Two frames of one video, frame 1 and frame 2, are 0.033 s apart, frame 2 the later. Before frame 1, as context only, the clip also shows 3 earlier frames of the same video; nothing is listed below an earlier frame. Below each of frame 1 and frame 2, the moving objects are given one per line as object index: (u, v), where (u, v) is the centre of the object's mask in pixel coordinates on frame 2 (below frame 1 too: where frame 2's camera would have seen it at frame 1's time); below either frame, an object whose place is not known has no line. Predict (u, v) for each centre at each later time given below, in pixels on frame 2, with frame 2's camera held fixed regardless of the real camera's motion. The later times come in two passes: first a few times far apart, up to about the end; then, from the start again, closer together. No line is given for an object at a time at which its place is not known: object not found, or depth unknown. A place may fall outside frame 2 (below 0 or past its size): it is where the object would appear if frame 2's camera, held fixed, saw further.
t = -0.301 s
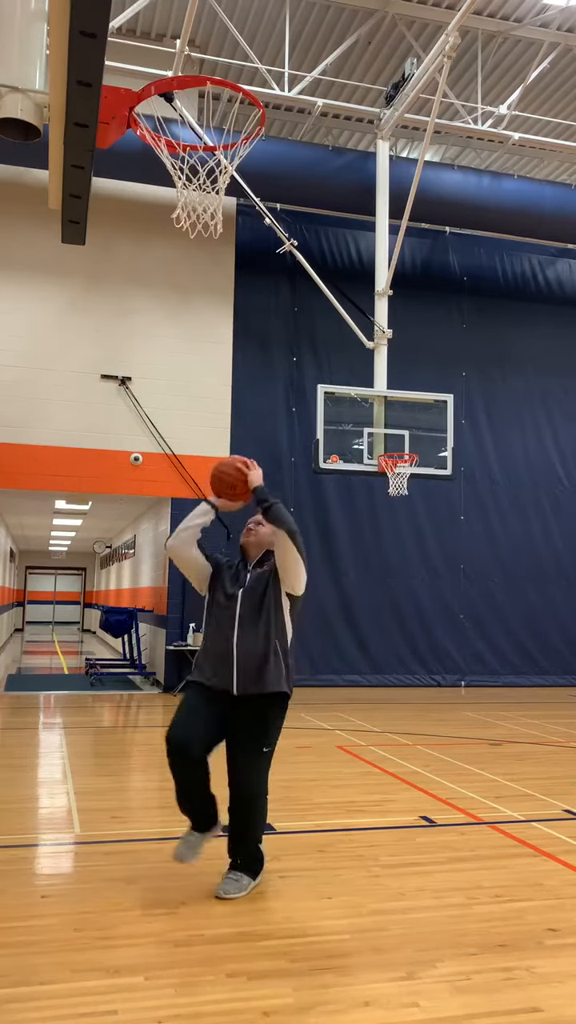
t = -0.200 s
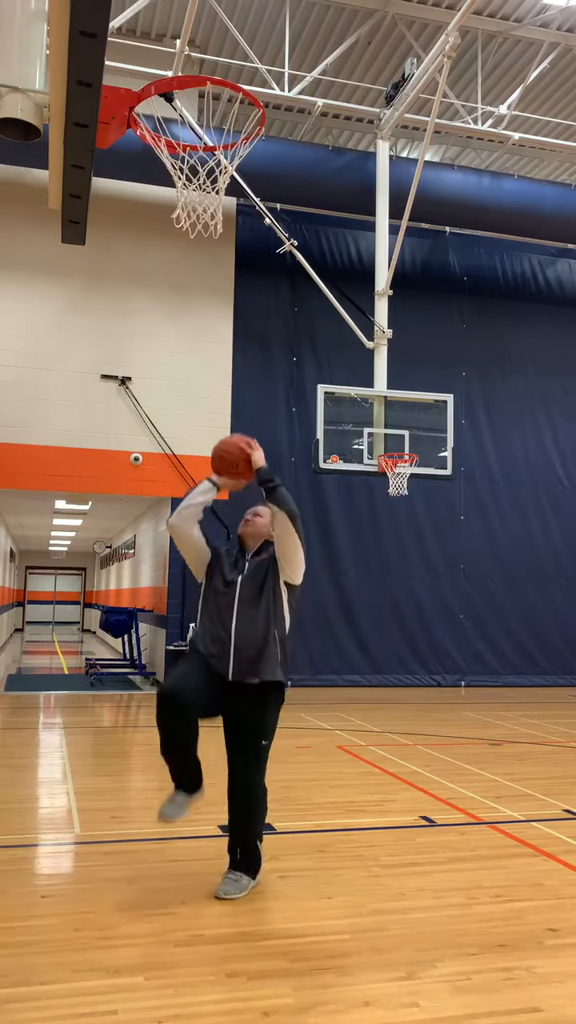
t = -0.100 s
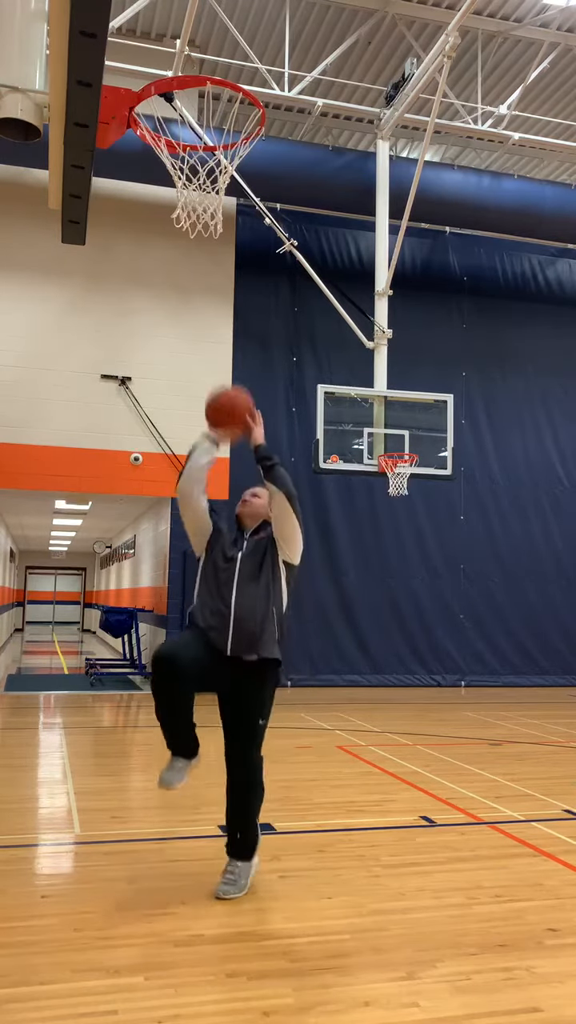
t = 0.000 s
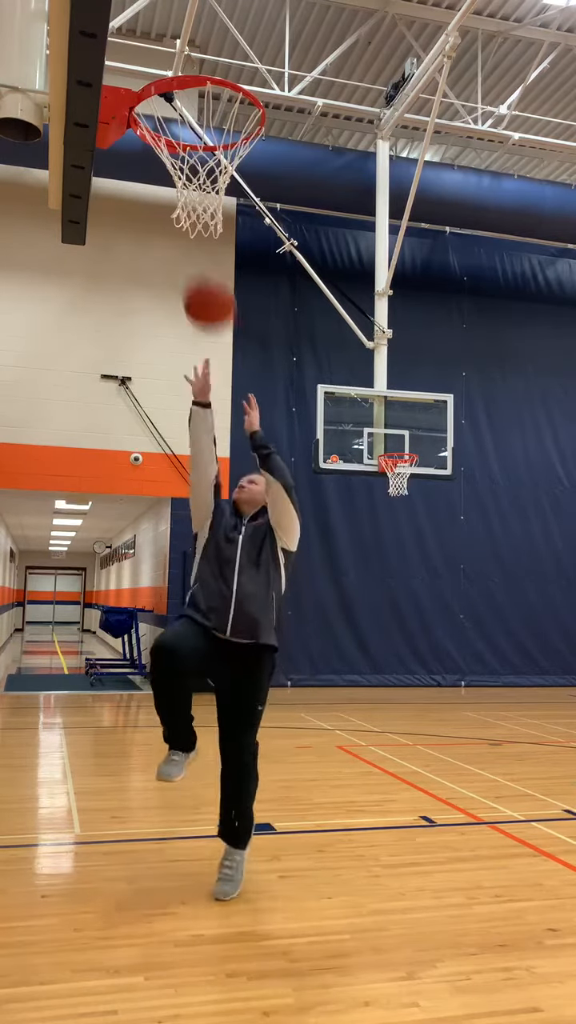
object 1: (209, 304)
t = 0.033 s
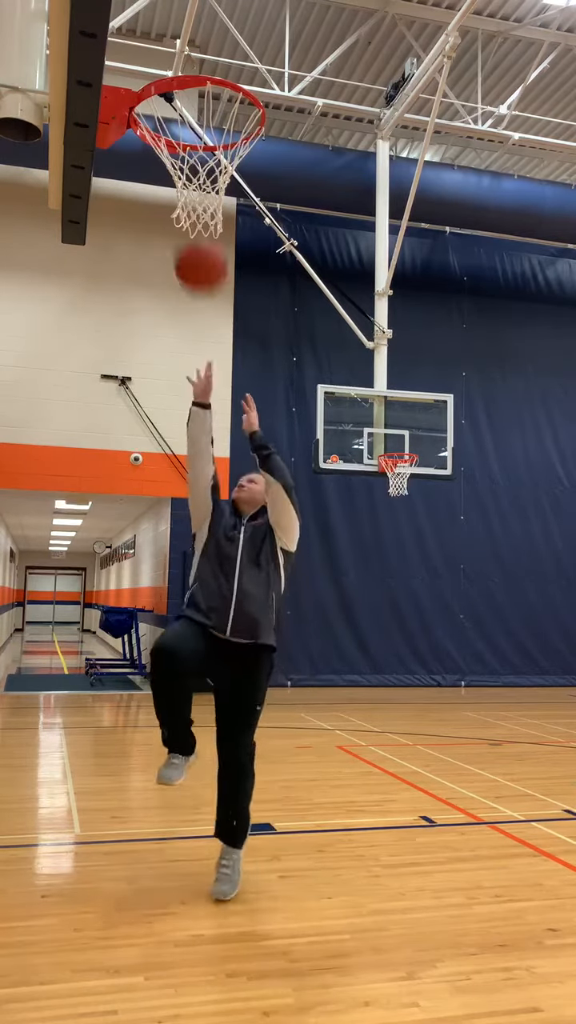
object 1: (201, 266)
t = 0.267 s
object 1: (132, 44)
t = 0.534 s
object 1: (211, 30)
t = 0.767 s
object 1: (261, 63)
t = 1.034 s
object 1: (261, 73)
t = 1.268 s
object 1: (250, 81)
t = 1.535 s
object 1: (215, 140)
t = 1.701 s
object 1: (191, 235)
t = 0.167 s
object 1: (165, 118)
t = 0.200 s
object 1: (161, 110)
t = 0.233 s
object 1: (139, 66)
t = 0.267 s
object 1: (132, 44)
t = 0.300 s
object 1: (130, 28)
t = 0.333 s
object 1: (138, 23)
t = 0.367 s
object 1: (149, 20)
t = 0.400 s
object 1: (161, 20)
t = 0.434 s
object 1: (174, 20)
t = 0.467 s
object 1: (186, 22)
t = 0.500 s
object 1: (199, 25)
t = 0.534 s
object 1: (211, 30)
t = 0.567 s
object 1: (222, 39)
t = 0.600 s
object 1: (236, 52)
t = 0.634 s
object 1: (251, 66)
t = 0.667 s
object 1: (262, 80)
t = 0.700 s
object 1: (262, 73)
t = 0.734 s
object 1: (261, 67)
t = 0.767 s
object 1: (261, 63)
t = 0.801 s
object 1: (261, 62)
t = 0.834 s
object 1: (261, 63)
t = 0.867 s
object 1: (262, 66)
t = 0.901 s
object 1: (263, 72)
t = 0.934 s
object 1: (261, 82)
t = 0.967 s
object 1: (261, 78)
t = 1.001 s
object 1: (261, 74)
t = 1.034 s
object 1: (261, 73)
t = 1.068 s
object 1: (261, 73)
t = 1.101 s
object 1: (259, 78)
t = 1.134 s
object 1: (258, 80)
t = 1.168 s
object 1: (257, 79)
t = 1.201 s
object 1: (255, 80)
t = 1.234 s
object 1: (253, 80)
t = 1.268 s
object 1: (250, 81)
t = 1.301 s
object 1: (248, 83)
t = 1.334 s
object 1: (245, 86)
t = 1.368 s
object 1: (241, 89)
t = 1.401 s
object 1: (237, 95)
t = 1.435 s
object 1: (230, 102)
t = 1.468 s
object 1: (225, 116)
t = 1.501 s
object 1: (221, 123)
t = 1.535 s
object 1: (215, 140)
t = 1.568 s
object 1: (210, 160)
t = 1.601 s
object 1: (205, 181)
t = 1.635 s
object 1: (199, 197)
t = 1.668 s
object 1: (195, 221)
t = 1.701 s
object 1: (191, 235)
